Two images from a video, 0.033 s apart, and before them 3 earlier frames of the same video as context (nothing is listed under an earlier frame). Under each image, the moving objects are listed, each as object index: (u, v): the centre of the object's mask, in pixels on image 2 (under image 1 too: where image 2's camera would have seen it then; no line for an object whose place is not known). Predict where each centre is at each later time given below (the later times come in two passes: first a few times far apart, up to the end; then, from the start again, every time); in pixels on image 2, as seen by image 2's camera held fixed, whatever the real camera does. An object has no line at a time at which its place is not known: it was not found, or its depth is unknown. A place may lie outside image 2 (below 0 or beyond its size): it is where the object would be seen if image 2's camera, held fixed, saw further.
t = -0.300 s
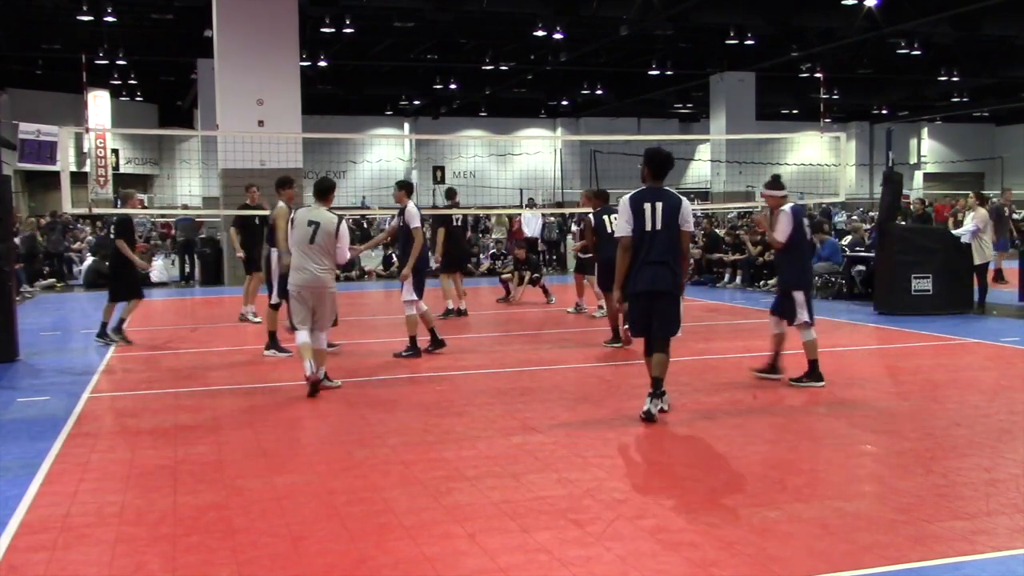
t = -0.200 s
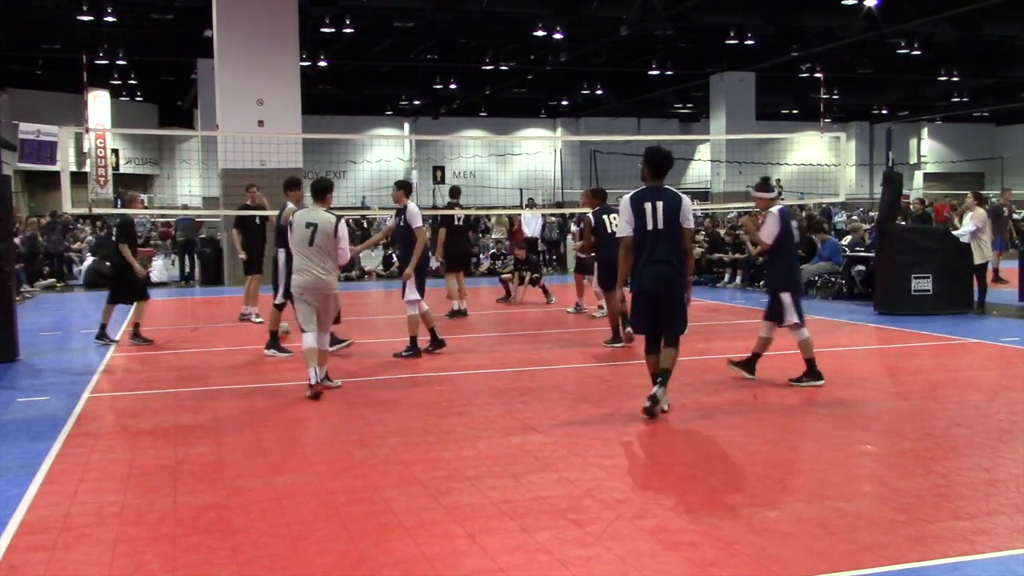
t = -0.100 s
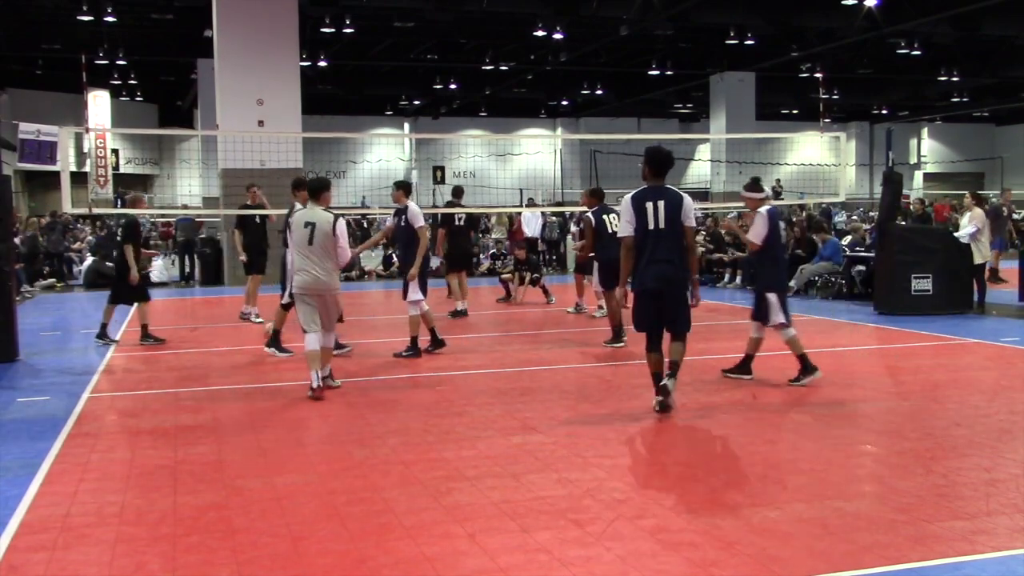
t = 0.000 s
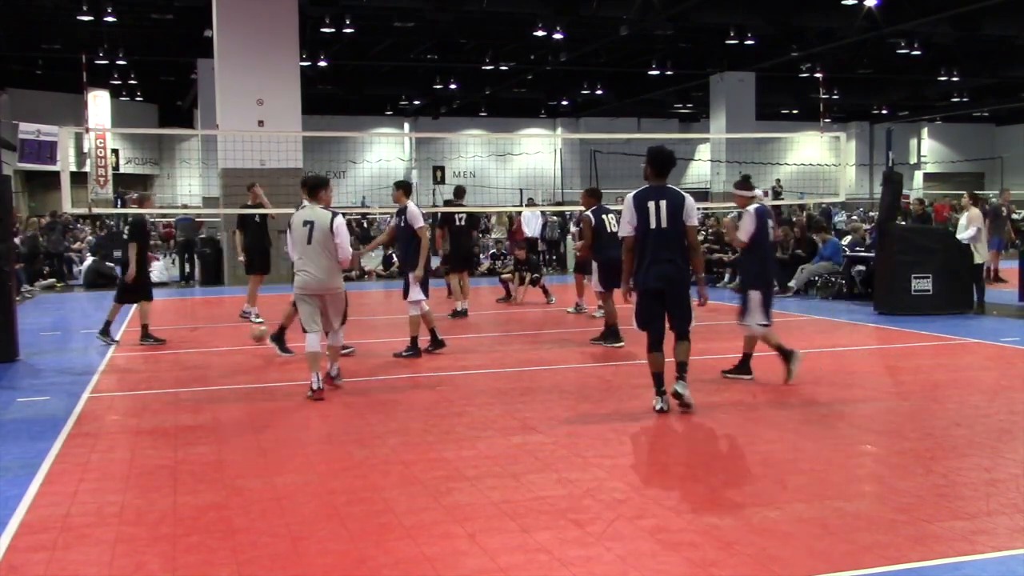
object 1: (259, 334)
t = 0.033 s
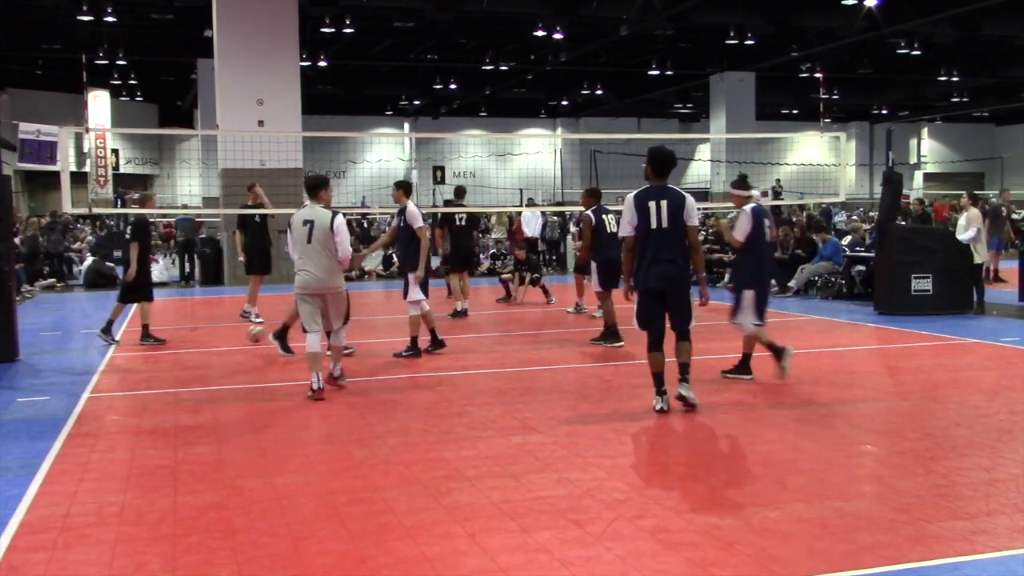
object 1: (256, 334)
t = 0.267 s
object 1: (228, 340)
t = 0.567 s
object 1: (193, 345)
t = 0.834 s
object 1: (159, 352)
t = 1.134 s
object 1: (120, 358)
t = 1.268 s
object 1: (102, 362)
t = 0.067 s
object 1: (252, 335)
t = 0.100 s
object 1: (248, 337)
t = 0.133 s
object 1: (244, 337)
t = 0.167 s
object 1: (240, 337)
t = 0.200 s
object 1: (237, 338)
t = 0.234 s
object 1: (233, 339)
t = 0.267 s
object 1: (228, 340)
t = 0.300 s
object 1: (225, 341)
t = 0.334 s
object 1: (221, 342)
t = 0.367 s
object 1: (217, 342)
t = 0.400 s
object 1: (213, 343)
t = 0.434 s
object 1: (208, 343)
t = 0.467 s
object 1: (205, 344)
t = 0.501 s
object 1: (200, 344)
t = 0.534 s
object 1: (196, 345)
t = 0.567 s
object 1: (193, 345)
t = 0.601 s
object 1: (188, 347)
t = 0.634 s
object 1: (183, 347)
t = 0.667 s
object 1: (180, 348)
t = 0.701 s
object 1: (176, 349)
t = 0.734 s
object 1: (171, 350)
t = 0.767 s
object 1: (167, 351)
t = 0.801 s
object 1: (163, 351)
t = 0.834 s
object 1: (159, 352)
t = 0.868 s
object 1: (155, 352)
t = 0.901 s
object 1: (150, 353)
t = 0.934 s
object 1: (146, 354)
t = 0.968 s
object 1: (142, 355)
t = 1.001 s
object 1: (137, 355)
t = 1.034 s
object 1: (133, 356)
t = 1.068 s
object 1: (128, 357)
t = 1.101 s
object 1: (124, 358)
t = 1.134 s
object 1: (120, 358)
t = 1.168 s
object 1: (116, 359)
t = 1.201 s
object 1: (111, 360)
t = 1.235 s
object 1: (107, 361)
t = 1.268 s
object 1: (102, 362)
